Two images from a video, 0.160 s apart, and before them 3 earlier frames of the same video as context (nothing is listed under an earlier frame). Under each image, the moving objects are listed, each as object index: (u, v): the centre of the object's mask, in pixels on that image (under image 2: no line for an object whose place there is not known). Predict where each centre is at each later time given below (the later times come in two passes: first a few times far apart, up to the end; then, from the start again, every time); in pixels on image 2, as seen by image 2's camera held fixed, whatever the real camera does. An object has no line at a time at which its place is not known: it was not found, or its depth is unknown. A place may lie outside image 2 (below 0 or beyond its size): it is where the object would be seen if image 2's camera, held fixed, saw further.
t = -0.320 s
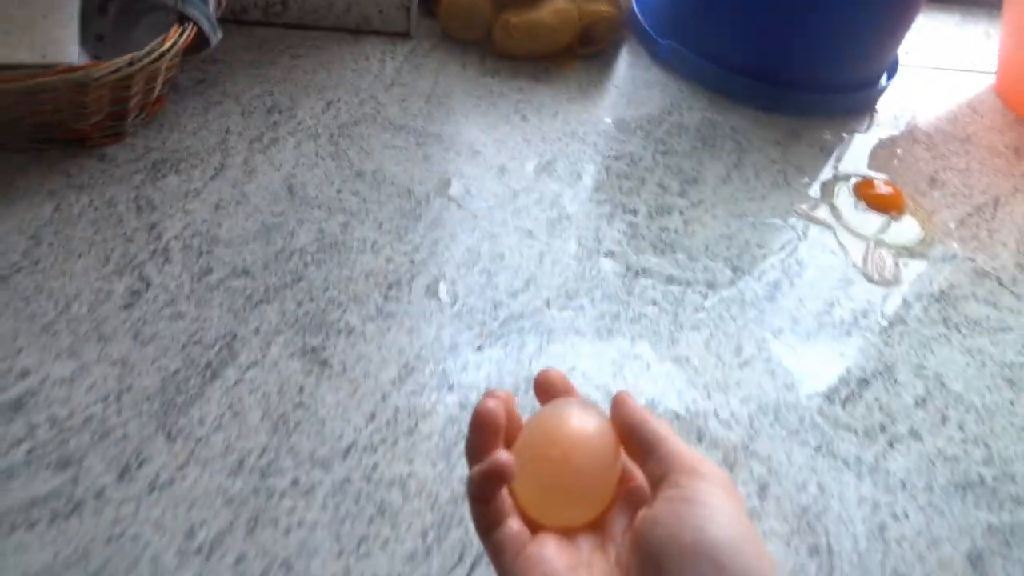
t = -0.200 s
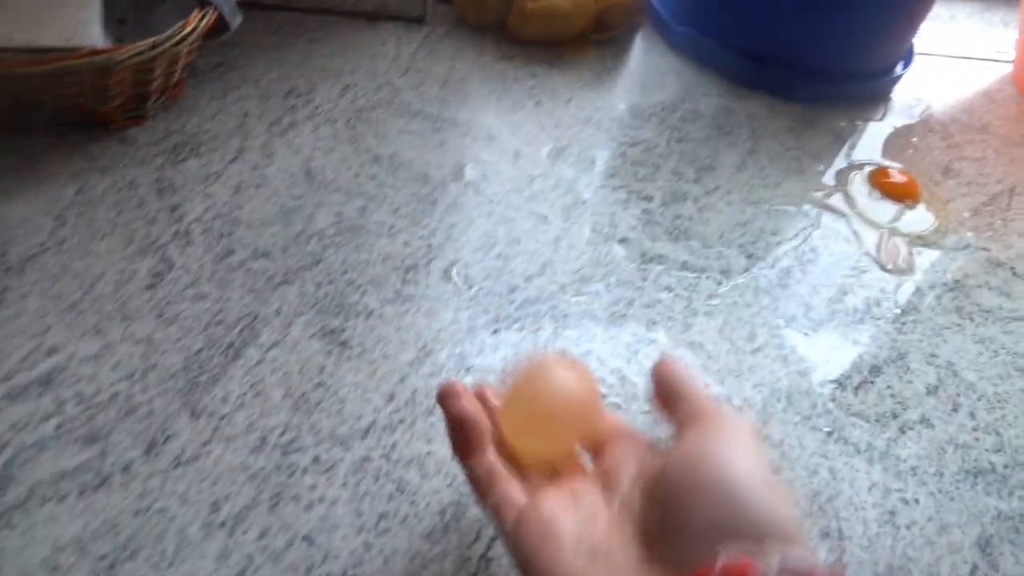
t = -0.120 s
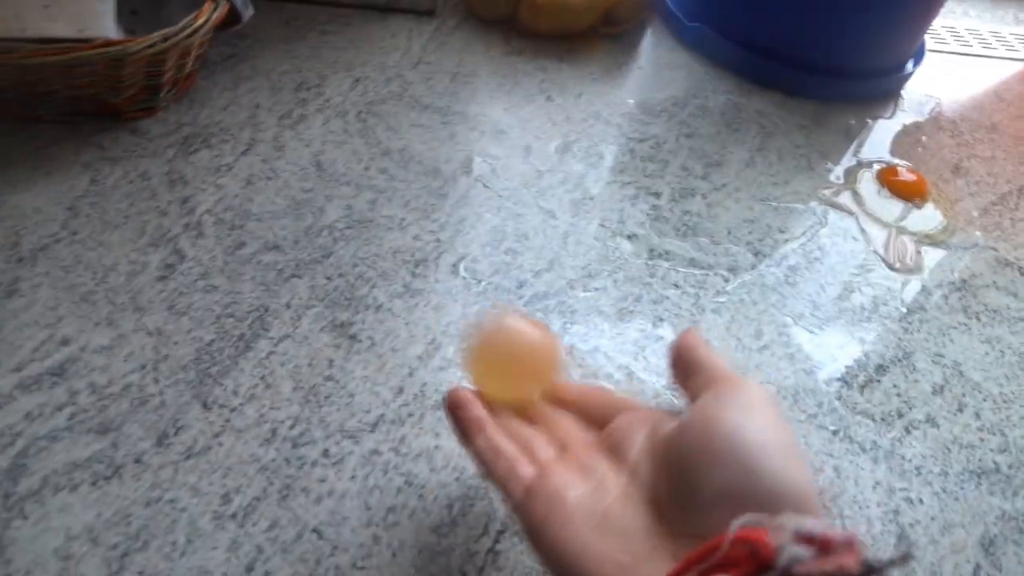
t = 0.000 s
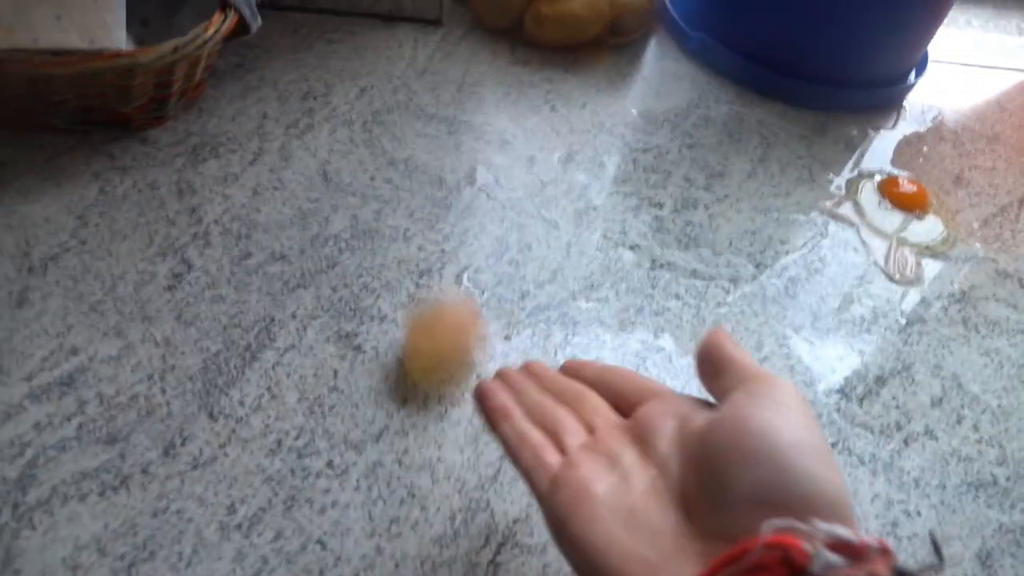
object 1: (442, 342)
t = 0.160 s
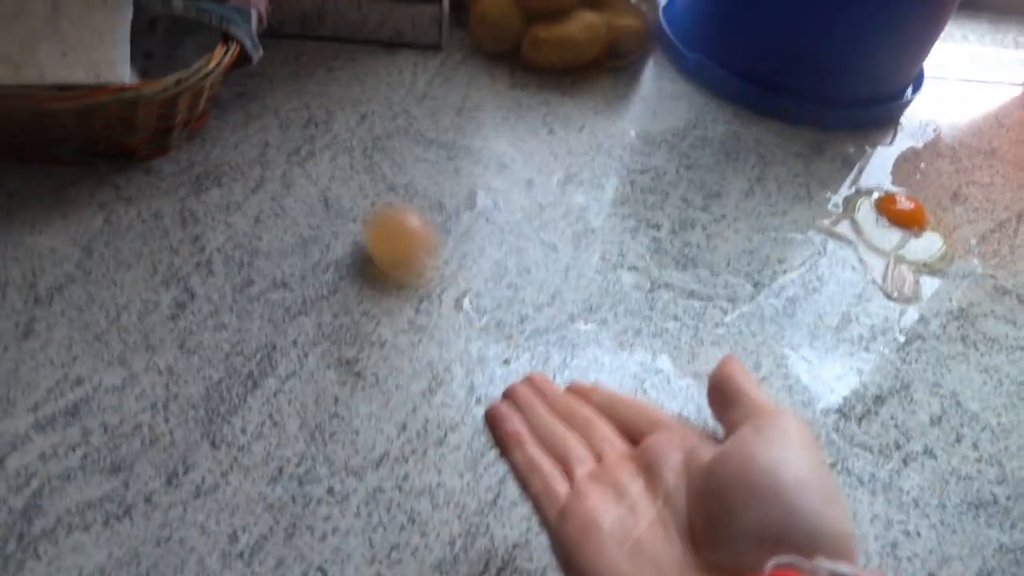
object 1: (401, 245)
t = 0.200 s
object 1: (389, 203)
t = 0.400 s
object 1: (347, 101)
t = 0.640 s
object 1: (321, 33)
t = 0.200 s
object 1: (389, 203)
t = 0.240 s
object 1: (380, 179)
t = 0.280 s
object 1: (370, 168)
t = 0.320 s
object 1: (363, 137)
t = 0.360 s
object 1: (354, 115)
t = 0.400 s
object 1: (347, 101)
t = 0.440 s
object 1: (338, 89)
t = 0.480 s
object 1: (333, 71)
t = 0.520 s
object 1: (327, 56)
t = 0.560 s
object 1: (324, 46)
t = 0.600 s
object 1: (323, 35)
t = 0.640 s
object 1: (321, 33)
